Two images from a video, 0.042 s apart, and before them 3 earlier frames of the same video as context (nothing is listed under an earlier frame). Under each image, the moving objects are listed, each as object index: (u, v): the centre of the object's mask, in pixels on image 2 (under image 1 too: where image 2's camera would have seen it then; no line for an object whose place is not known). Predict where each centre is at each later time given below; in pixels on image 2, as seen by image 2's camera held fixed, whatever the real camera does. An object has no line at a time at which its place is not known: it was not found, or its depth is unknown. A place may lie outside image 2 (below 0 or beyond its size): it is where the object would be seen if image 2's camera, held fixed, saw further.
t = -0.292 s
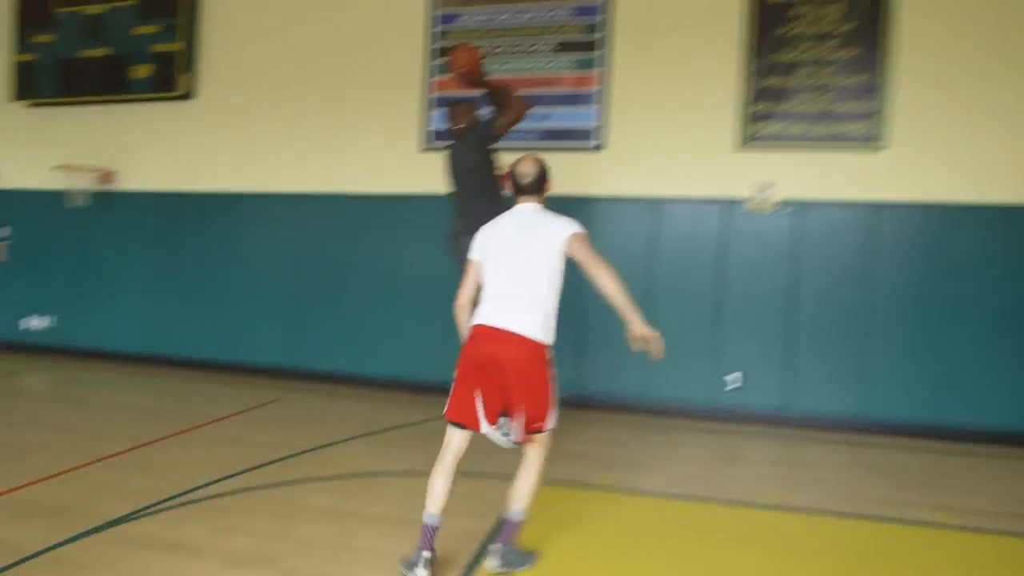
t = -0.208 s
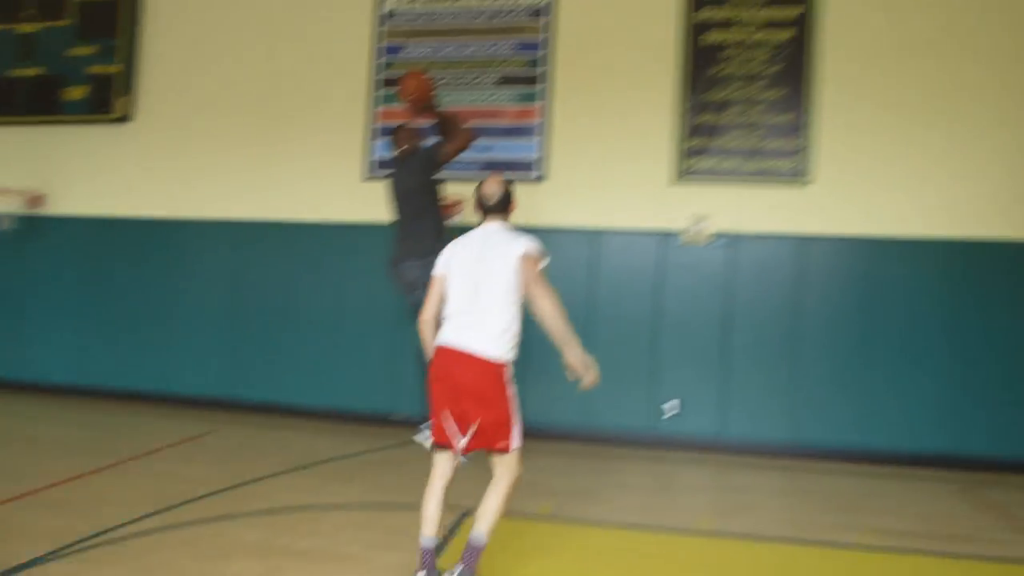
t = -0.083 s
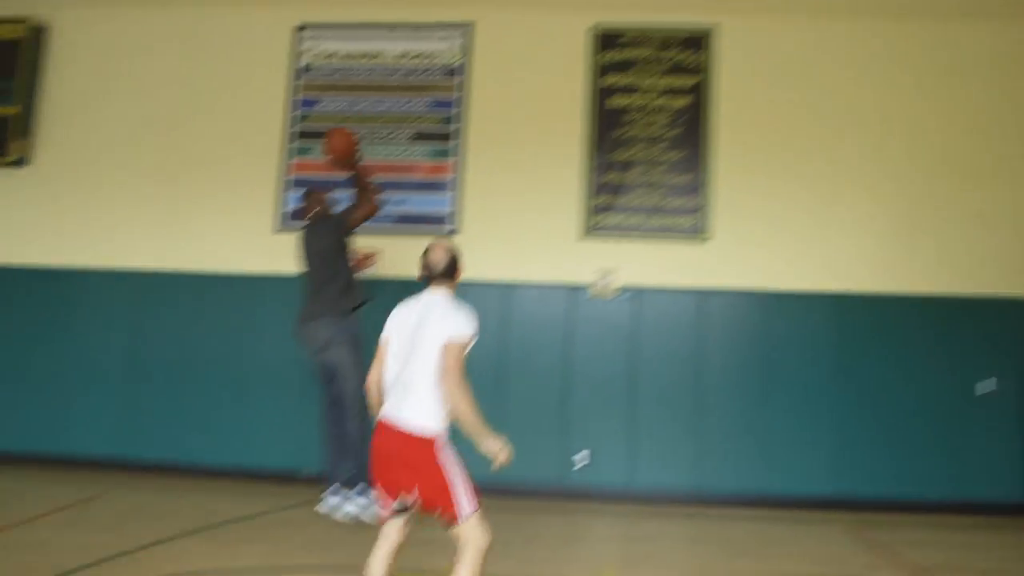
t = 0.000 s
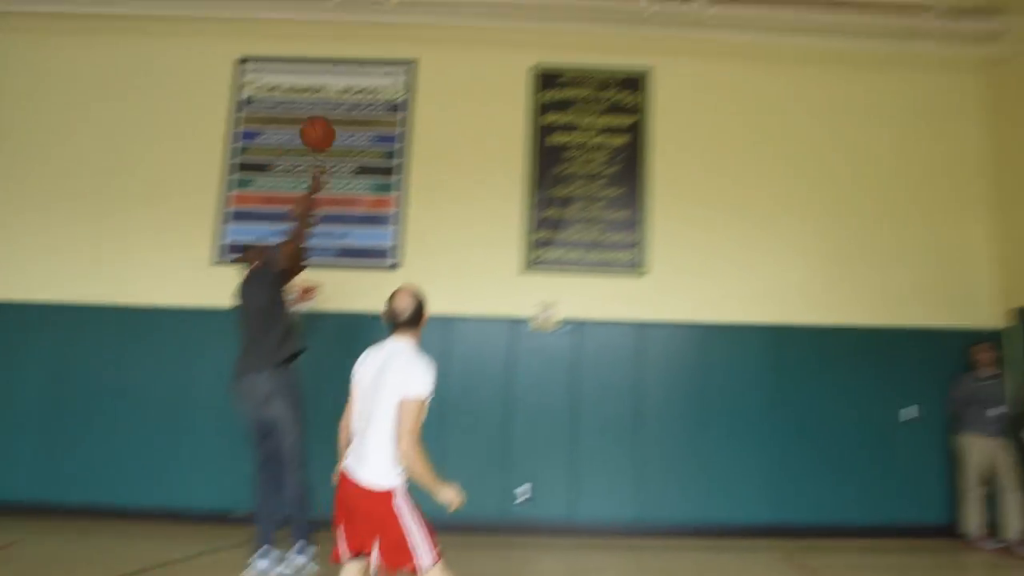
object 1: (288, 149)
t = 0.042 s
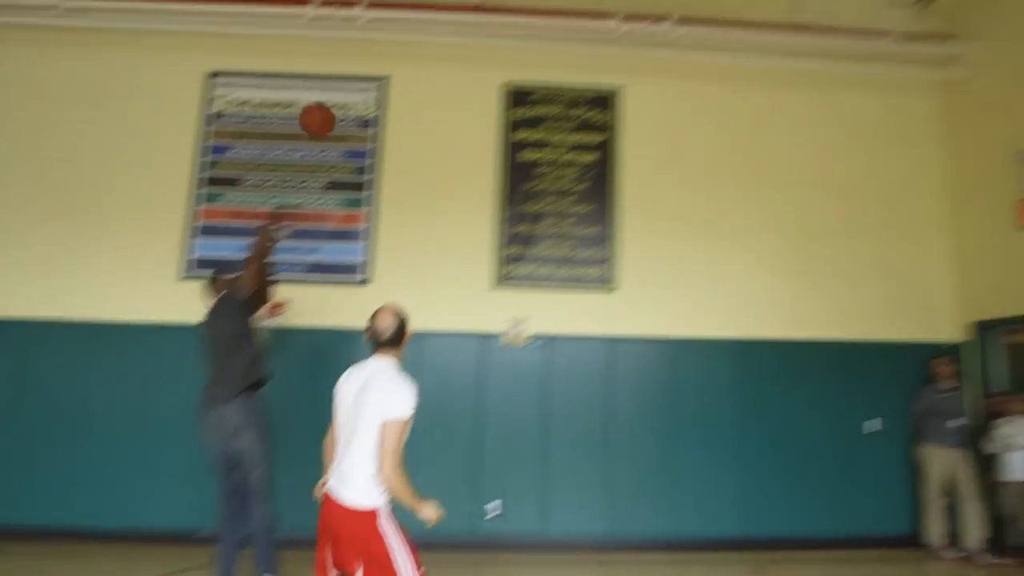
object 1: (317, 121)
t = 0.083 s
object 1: (347, 94)
